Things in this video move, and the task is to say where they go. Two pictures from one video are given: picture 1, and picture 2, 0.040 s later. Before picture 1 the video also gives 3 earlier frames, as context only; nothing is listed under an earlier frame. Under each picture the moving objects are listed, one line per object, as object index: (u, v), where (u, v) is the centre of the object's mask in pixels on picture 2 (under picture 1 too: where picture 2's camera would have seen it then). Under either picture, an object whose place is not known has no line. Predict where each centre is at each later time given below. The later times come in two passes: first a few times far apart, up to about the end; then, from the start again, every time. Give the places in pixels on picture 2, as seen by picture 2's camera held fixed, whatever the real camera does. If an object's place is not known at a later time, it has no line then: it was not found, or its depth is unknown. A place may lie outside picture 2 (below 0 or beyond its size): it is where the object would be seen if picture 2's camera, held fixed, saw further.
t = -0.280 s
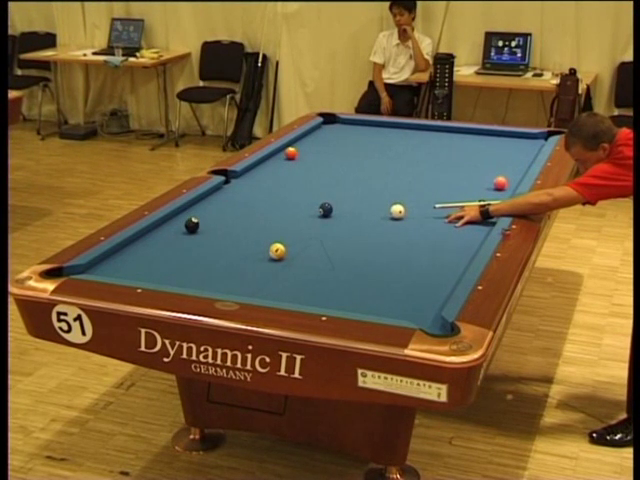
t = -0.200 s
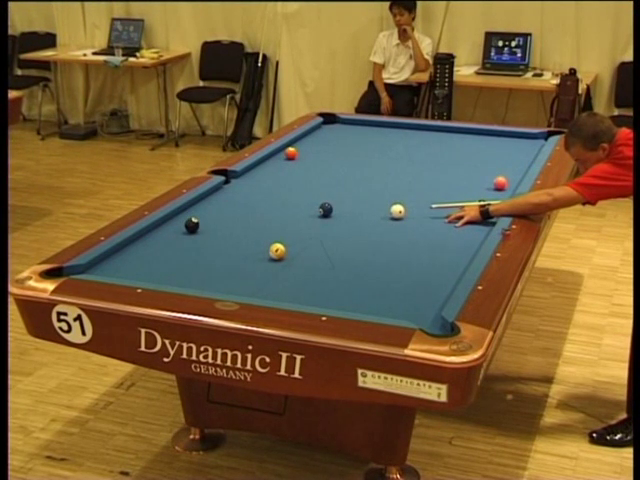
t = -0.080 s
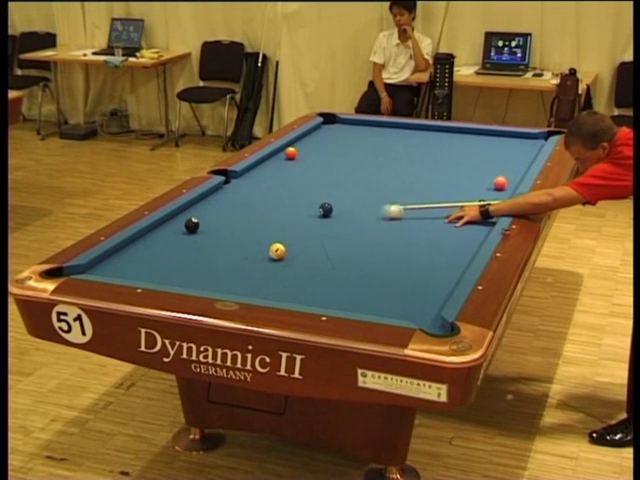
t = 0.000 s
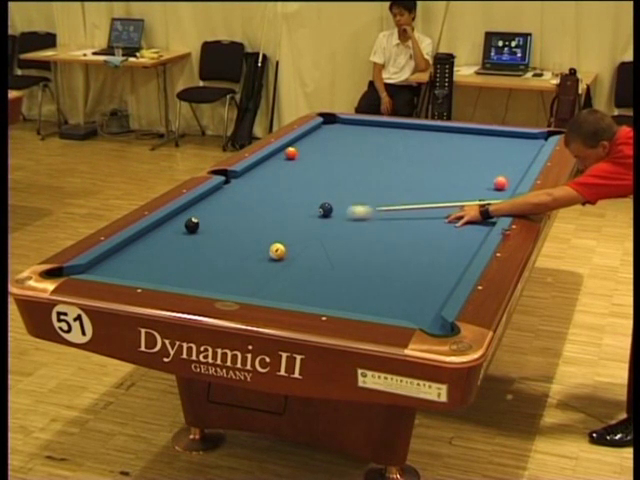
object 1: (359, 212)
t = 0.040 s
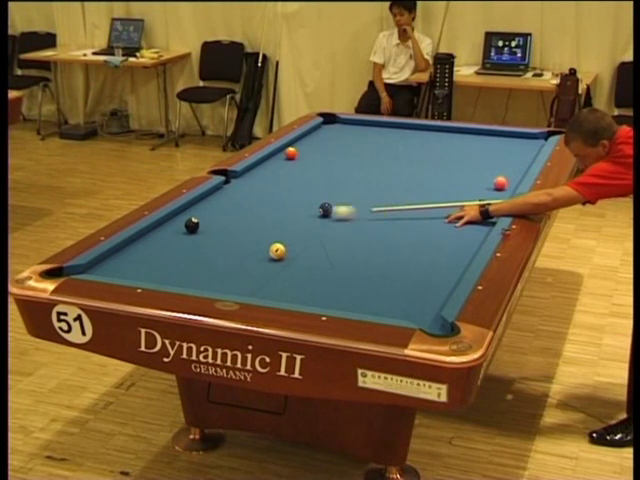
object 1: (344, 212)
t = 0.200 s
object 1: (292, 221)
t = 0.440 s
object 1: (213, 234)
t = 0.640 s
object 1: (143, 246)
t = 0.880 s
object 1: (122, 264)
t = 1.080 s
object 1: (128, 274)
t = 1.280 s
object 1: (162, 274)
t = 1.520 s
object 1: (202, 269)
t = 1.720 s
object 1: (233, 265)
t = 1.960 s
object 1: (268, 260)
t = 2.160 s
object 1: (296, 256)
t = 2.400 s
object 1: (328, 252)
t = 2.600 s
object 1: (352, 249)
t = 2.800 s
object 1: (376, 246)
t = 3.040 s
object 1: (403, 243)
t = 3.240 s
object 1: (424, 240)
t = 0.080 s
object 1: (329, 214)
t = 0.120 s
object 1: (317, 217)
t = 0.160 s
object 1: (305, 219)
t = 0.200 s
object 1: (292, 221)
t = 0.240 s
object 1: (279, 223)
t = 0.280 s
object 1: (266, 225)
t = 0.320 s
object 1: (253, 227)
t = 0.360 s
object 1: (239, 229)
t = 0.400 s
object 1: (226, 232)
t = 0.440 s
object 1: (213, 234)
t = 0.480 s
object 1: (199, 236)
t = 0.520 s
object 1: (185, 239)
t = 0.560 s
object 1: (171, 241)
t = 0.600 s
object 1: (157, 243)
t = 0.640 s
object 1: (143, 246)
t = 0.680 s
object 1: (128, 248)
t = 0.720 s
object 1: (118, 251)
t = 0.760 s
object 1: (119, 254)
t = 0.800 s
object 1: (121, 258)
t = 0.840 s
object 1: (121, 261)
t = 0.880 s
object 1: (122, 264)
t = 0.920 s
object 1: (122, 267)
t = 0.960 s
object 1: (122, 270)
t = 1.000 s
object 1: (122, 273)
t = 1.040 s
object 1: (123, 274)
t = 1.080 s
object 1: (128, 274)
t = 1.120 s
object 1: (135, 275)
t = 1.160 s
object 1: (142, 275)
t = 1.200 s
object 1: (149, 274)
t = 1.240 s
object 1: (156, 274)
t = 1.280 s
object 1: (162, 274)
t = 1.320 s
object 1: (169, 273)
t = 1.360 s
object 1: (176, 272)
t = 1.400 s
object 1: (182, 271)
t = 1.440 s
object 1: (189, 270)
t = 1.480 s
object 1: (195, 269)
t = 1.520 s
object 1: (202, 269)
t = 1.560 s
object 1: (208, 268)
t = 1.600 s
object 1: (214, 267)
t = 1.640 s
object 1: (220, 266)
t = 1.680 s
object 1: (227, 265)
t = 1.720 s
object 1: (233, 265)
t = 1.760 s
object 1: (239, 263)
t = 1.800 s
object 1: (245, 263)
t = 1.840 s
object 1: (251, 262)
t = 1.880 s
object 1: (256, 261)
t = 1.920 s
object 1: (262, 261)
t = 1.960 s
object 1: (268, 260)
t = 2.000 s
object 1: (273, 260)
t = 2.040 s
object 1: (279, 259)
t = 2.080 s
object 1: (286, 258)
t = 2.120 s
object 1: (291, 257)
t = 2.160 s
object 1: (296, 256)
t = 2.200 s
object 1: (301, 256)
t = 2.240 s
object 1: (307, 255)
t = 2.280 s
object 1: (312, 254)
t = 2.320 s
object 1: (317, 254)
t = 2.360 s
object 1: (322, 253)
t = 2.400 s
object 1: (328, 252)
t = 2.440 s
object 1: (333, 251)
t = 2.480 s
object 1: (338, 251)
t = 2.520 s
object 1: (343, 250)
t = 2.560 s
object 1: (348, 250)
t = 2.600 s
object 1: (352, 249)
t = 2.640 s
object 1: (357, 248)
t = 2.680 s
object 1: (362, 248)
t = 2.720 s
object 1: (367, 247)
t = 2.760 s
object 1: (372, 247)
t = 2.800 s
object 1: (376, 246)
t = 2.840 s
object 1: (381, 245)
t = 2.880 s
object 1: (385, 245)
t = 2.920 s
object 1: (390, 244)
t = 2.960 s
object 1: (394, 244)
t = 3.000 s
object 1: (399, 243)
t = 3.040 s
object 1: (403, 243)
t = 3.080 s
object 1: (408, 242)
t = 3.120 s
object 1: (411, 241)
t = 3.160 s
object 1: (416, 241)
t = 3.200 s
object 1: (420, 240)
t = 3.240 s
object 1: (424, 240)
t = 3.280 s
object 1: (428, 239)
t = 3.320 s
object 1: (432, 239)
